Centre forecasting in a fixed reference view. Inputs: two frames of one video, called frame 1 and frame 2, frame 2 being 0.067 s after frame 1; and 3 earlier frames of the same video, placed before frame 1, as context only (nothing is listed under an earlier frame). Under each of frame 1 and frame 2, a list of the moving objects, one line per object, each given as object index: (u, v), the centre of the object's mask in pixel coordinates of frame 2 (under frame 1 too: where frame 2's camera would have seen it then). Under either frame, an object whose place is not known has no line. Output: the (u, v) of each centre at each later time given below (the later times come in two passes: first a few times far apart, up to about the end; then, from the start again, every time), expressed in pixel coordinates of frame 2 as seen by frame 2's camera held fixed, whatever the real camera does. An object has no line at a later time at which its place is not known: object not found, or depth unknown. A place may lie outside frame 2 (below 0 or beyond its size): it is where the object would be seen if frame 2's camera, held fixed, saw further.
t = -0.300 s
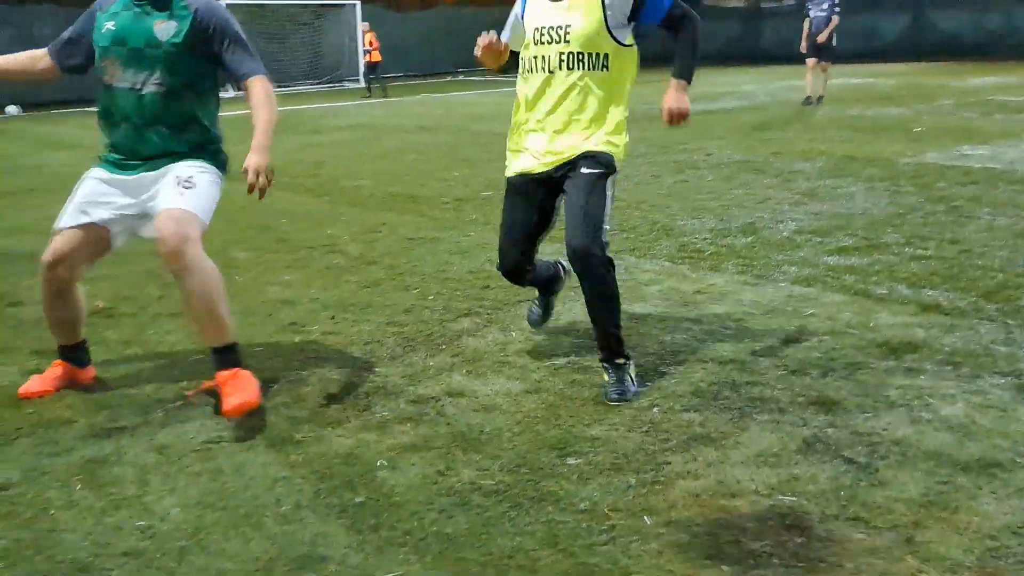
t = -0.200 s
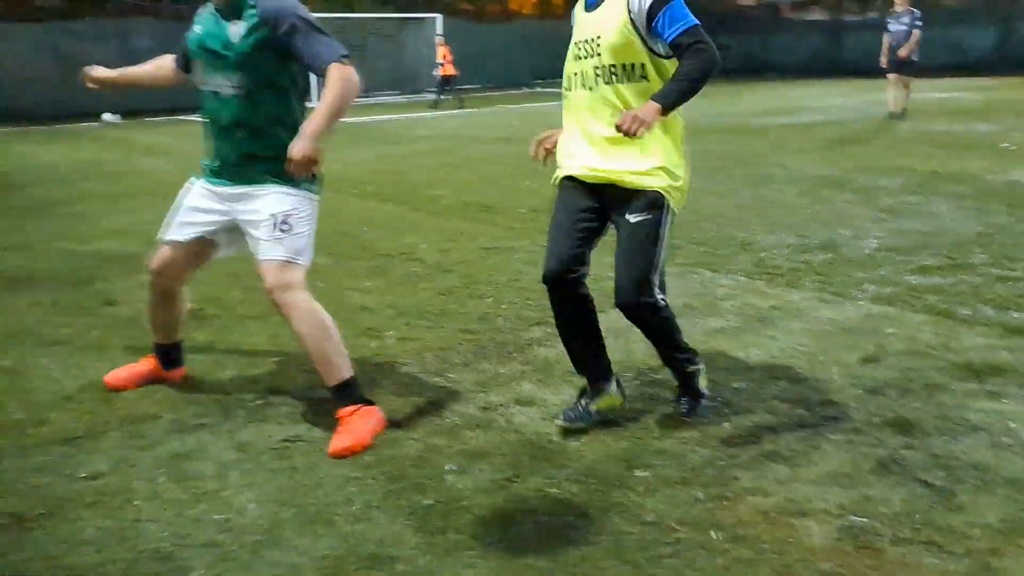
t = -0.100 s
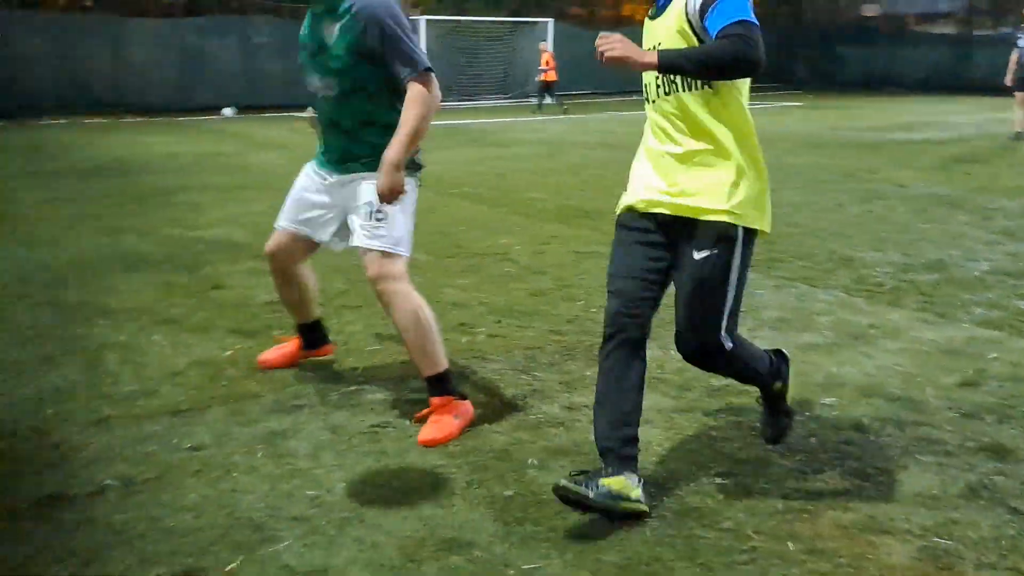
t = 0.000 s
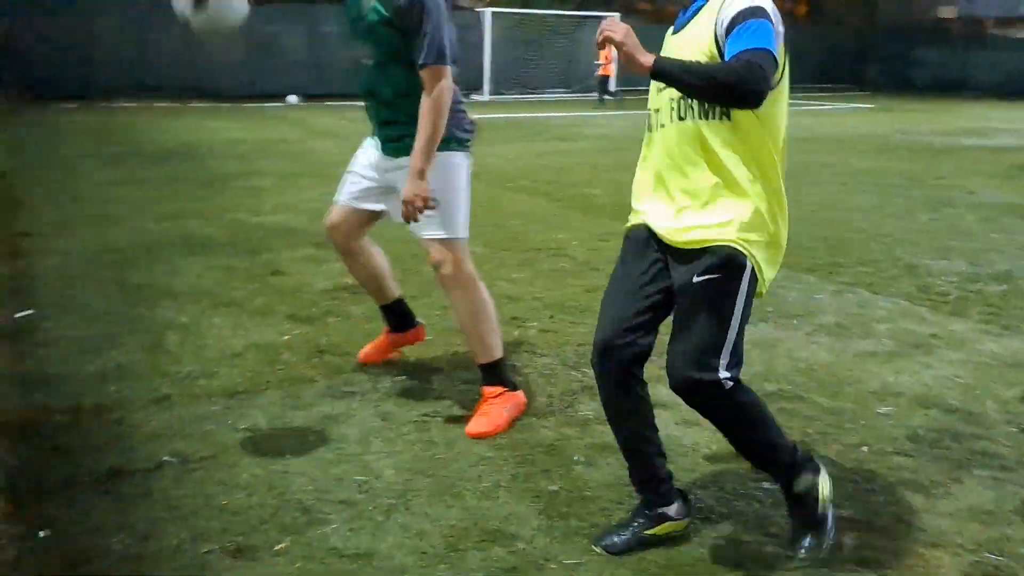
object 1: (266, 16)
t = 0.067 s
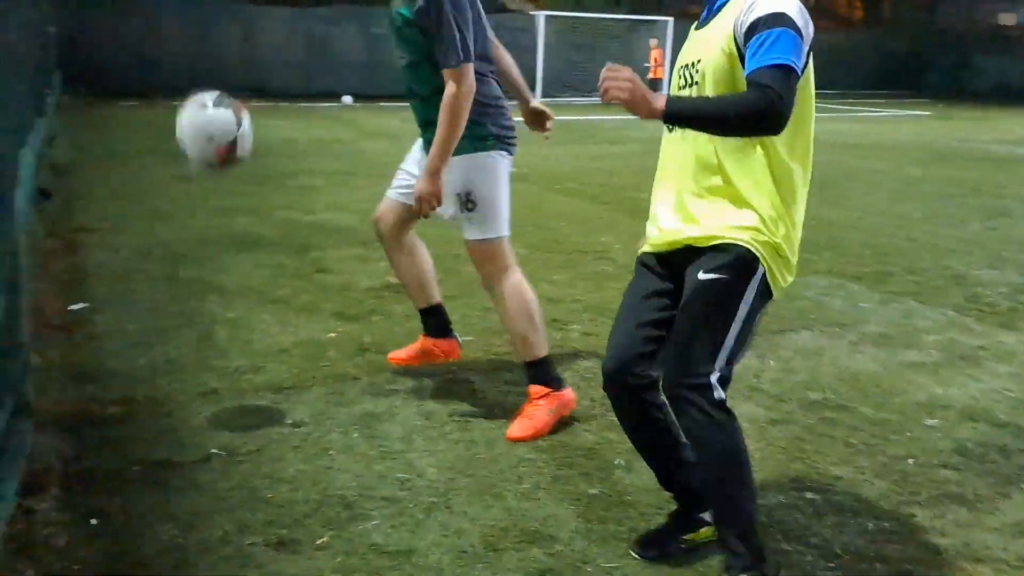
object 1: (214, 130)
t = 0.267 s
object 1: (62, 264)
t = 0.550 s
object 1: (70, 106)
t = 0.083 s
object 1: (200, 165)
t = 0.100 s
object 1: (188, 198)
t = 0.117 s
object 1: (175, 230)
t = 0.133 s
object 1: (164, 266)
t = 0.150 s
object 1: (153, 300)
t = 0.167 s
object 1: (146, 333)
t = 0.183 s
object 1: (136, 364)
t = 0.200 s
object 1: (121, 355)
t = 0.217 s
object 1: (106, 330)
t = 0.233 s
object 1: (92, 307)
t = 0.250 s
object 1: (76, 284)
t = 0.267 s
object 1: (62, 264)
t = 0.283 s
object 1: (48, 246)
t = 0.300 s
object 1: (40, 227)
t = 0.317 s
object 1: (36, 211)
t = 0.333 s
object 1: (33, 195)
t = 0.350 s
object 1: (32, 182)
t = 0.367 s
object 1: (31, 172)
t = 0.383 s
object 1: (33, 161)
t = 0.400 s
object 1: (35, 152)
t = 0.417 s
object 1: (38, 144)
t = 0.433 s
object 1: (41, 135)
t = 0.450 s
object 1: (45, 130)
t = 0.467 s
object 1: (47, 123)
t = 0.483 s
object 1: (52, 117)
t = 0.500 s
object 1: (57, 114)
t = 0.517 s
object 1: (61, 112)
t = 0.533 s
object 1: (66, 108)
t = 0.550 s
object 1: (70, 106)
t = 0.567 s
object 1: (73, 102)
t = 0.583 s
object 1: (77, 101)
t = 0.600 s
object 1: (81, 99)
